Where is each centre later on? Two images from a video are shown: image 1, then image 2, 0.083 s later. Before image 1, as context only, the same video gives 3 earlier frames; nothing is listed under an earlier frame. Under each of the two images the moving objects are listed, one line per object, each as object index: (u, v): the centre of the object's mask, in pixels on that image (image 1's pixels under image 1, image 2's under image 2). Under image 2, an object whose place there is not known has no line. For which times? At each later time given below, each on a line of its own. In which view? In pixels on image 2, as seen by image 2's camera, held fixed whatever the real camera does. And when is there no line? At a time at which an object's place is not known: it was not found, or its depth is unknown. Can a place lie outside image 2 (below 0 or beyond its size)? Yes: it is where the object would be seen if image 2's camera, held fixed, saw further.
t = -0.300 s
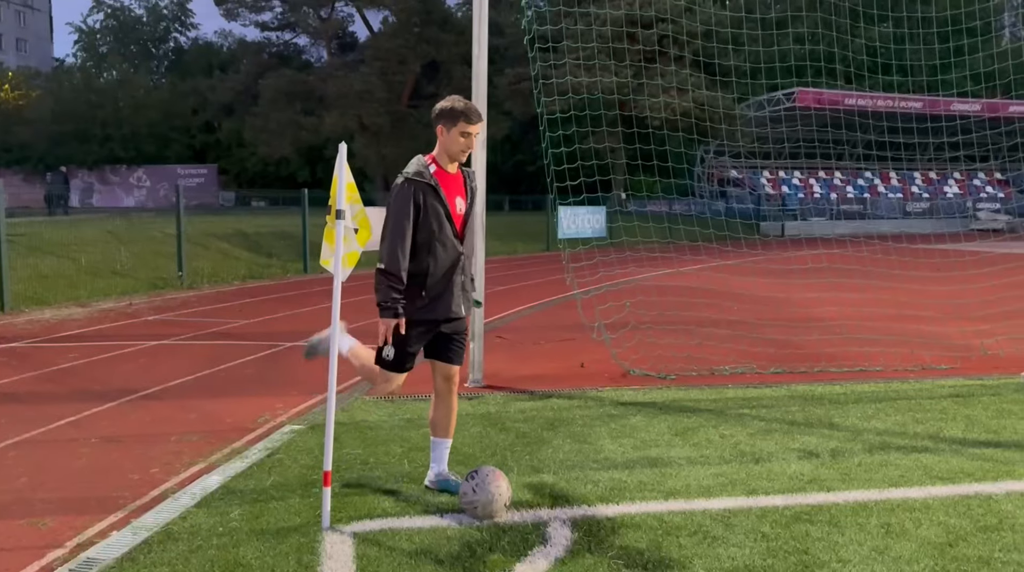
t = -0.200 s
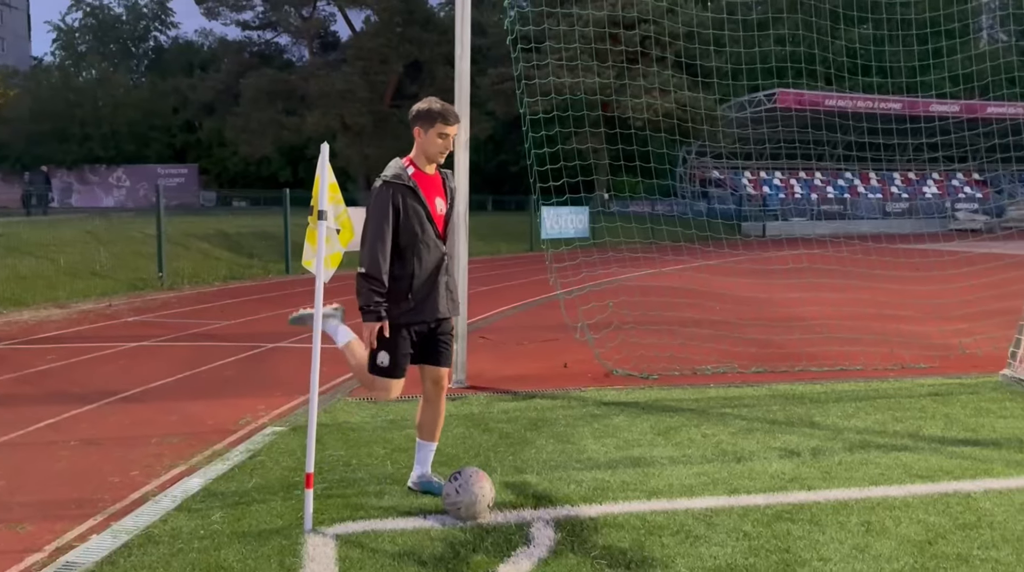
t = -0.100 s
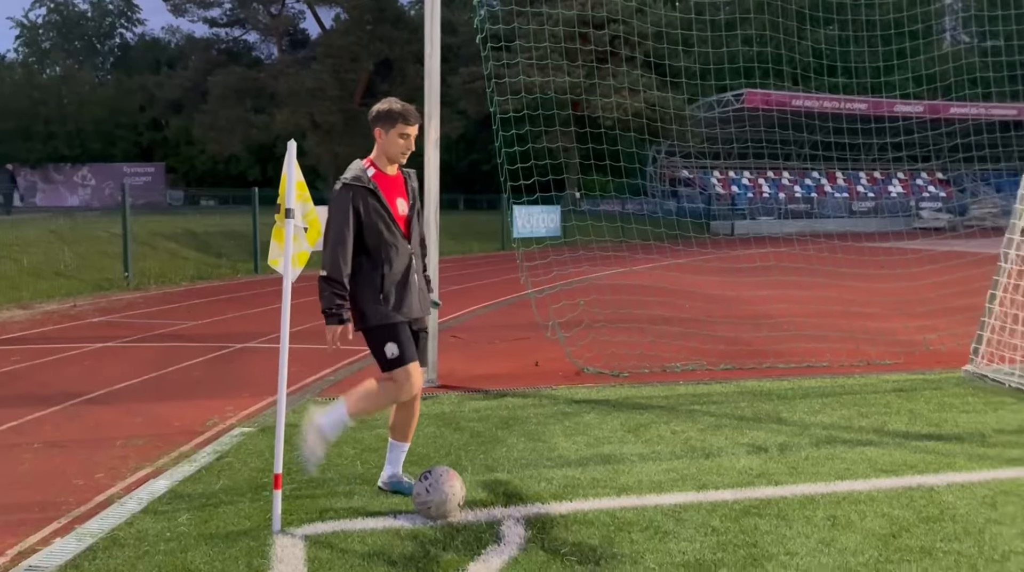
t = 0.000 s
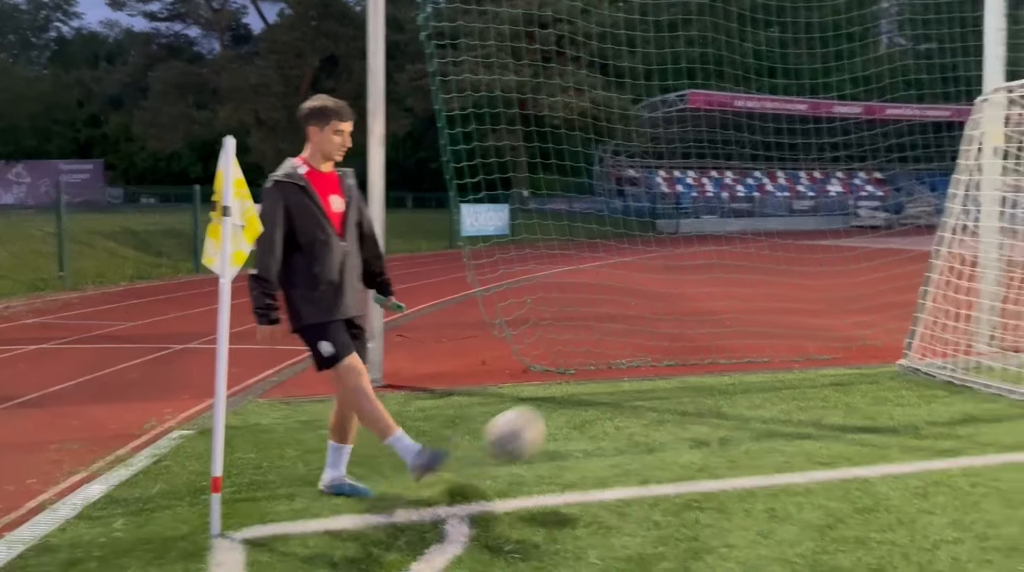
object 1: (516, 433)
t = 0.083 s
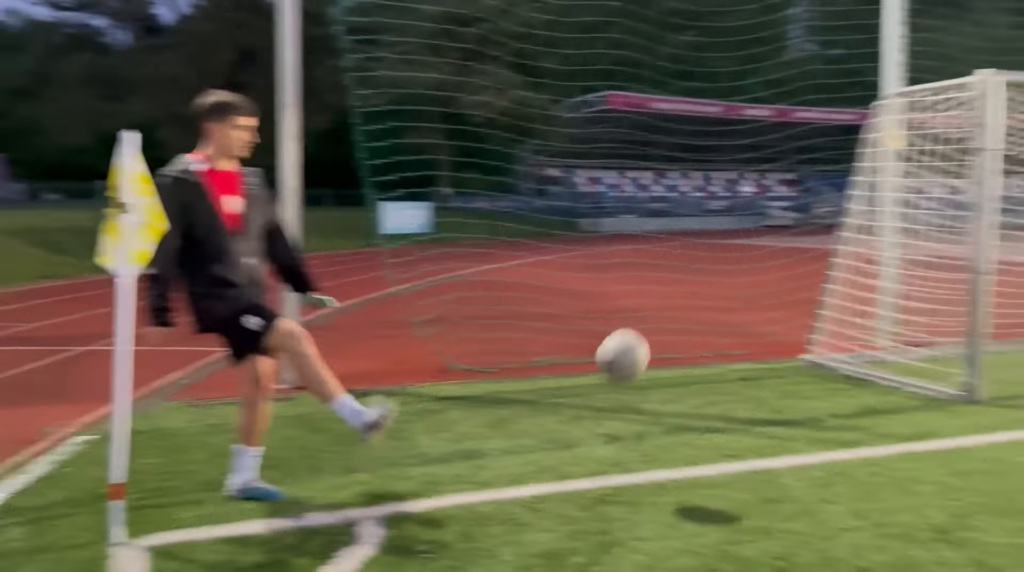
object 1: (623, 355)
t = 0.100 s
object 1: (660, 343)
